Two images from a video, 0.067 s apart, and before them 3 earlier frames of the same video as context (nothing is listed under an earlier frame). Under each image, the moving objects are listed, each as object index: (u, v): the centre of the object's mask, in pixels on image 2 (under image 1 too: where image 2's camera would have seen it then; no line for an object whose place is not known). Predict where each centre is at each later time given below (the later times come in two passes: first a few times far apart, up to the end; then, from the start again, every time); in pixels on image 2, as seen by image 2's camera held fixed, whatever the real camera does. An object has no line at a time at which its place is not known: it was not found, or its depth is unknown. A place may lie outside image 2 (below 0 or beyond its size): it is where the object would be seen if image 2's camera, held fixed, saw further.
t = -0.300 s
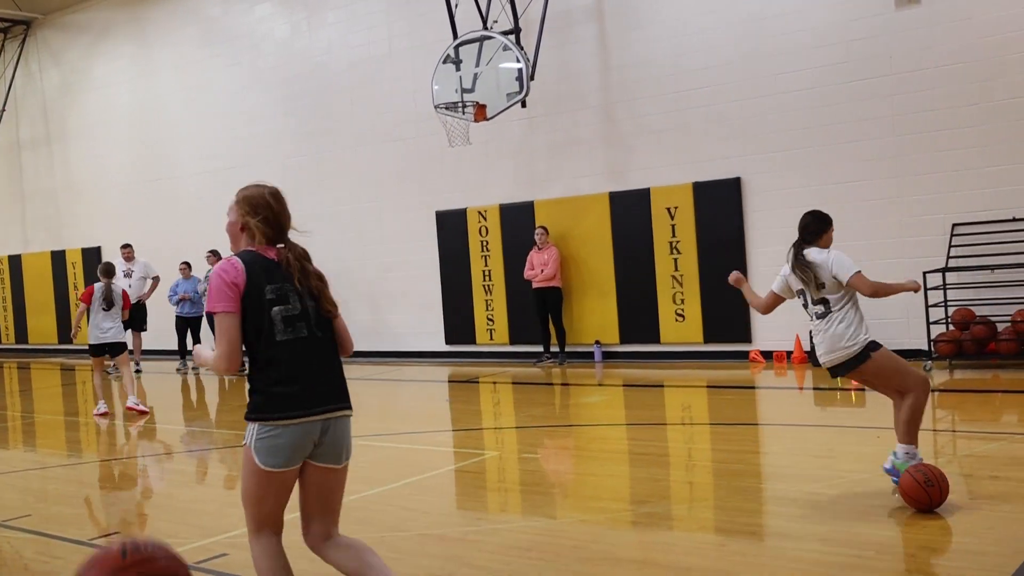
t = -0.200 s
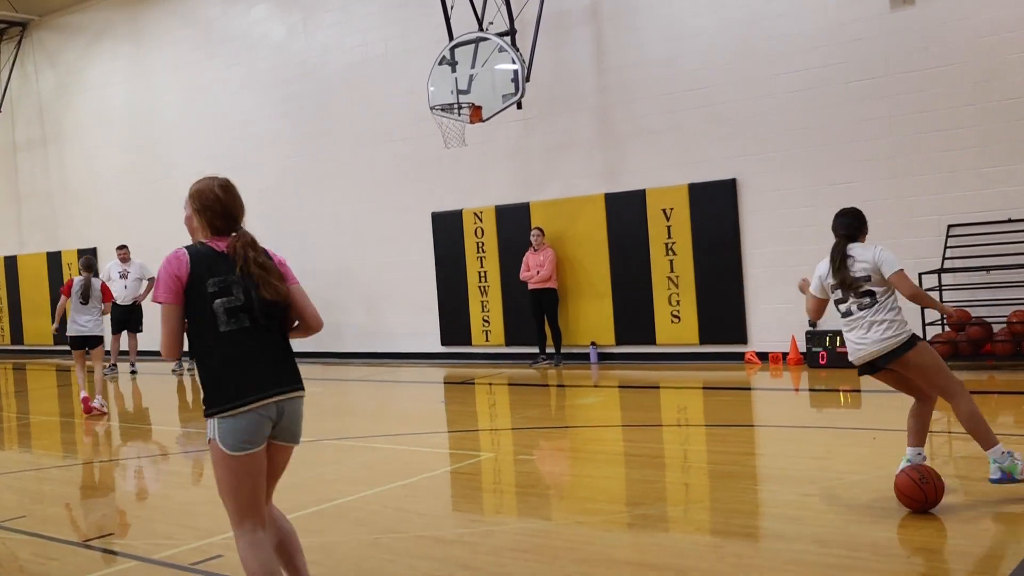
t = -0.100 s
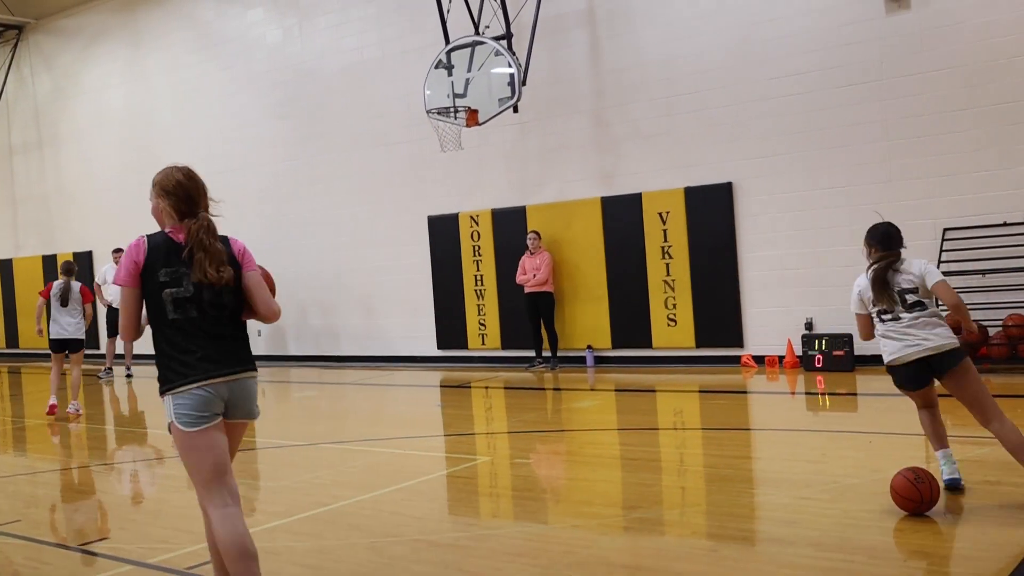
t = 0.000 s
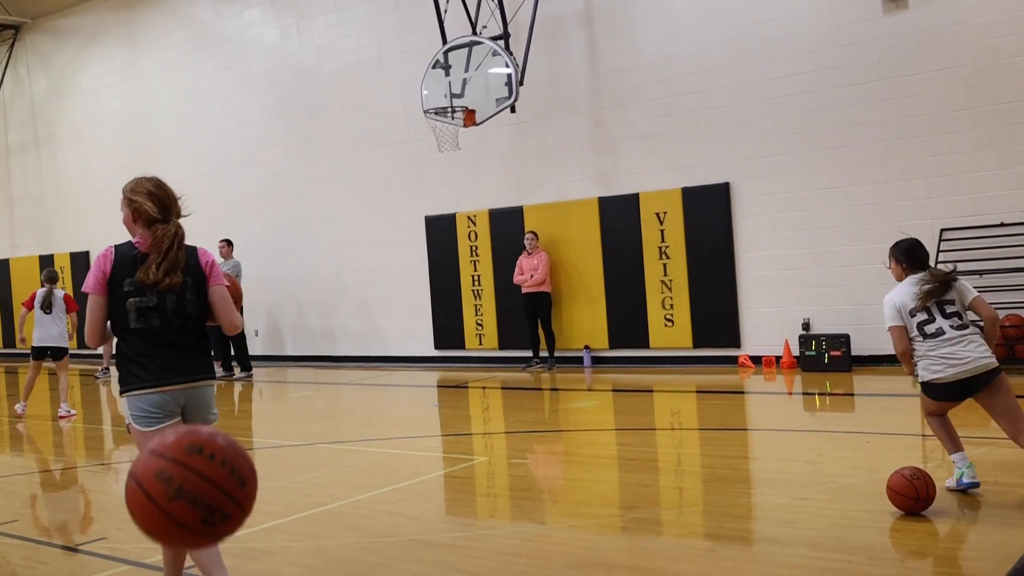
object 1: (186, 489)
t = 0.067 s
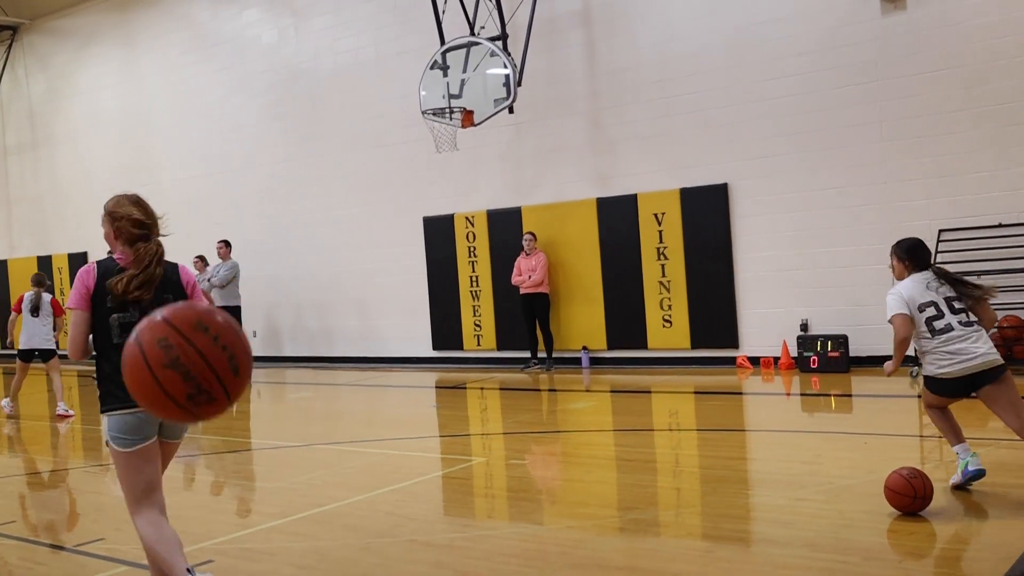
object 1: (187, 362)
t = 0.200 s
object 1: (189, 184)
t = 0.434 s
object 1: (208, 97)
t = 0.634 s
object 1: (241, 232)
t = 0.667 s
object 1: (247, 272)
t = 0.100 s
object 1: (186, 309)
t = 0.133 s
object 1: (186, 263)
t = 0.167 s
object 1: (187, 221)
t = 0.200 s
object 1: (189, 184)
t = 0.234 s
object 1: (190, 155)
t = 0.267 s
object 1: (192, 130)
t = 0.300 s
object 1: (194, 113)
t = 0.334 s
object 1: (197, 100)
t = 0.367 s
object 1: (200, 94)
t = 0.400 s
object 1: (204, 92)
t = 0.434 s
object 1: (208, 97)
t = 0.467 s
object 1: (212, 106)
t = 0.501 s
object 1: (217, 121)
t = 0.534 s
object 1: (222, 141)
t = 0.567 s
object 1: (227, 166)
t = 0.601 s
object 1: (235, 197)
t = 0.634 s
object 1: (241, 232)
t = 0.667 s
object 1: (247, 272)
